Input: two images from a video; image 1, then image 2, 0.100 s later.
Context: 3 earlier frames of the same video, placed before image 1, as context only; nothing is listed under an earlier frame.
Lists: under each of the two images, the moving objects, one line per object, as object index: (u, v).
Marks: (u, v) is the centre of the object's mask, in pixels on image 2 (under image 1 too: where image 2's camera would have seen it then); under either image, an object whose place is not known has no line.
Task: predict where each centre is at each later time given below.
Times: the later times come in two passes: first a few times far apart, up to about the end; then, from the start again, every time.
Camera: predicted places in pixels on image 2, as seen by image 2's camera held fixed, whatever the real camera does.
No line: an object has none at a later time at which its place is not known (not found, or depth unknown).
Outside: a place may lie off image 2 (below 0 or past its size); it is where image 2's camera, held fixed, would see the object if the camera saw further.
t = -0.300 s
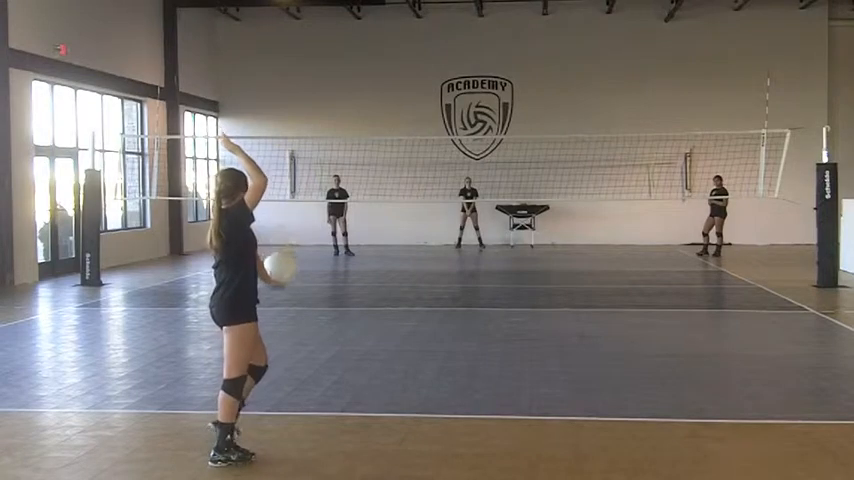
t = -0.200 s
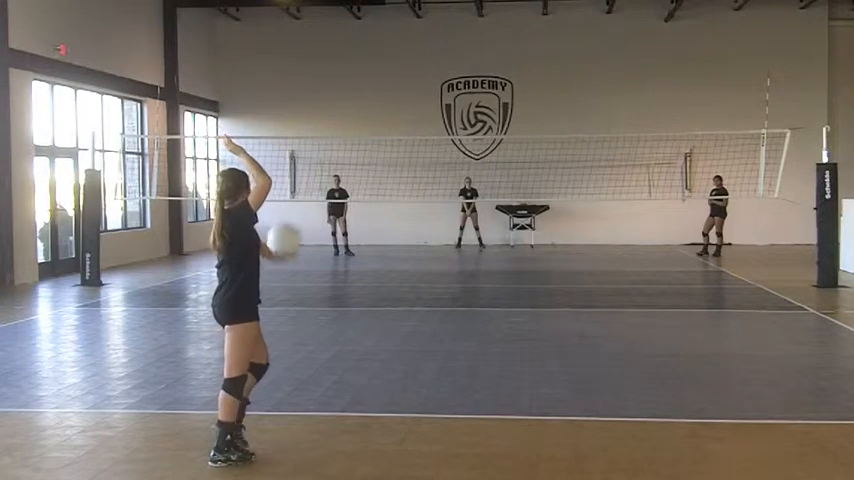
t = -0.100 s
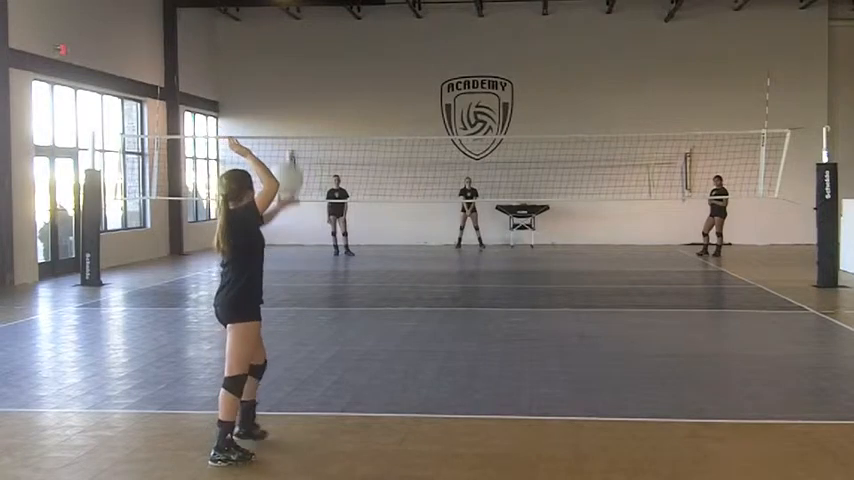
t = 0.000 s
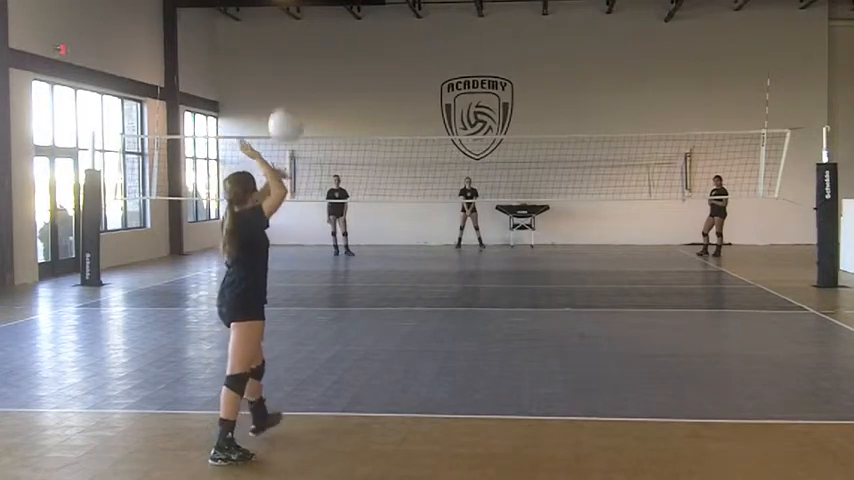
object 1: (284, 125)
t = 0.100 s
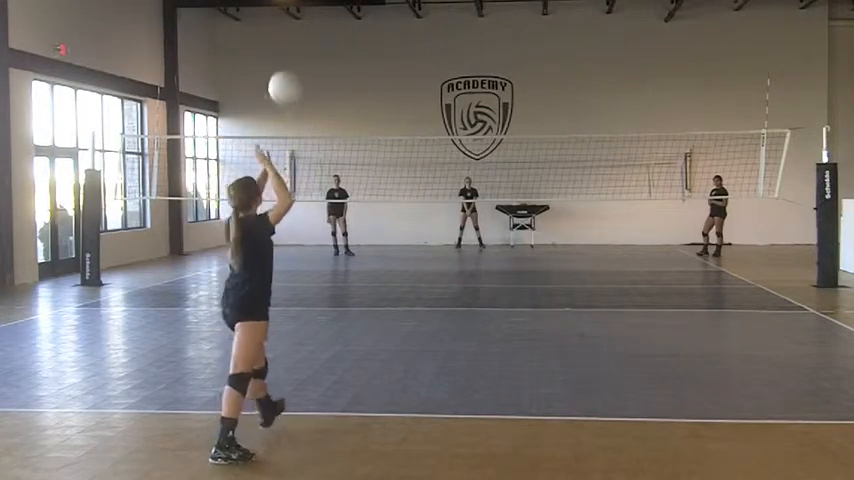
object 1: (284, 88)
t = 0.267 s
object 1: (285, 61)
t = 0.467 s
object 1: (286, 85)
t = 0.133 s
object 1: (284, 79)
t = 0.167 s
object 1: (284, 72)
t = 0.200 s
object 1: (285, 66)
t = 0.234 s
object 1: (285, 63)
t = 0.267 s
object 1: (285, 61)
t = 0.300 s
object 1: (285, 60)
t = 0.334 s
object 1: (285, 61)
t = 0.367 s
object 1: (285, 64)
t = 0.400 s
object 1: (285, 70)
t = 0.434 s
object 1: (285, 77)
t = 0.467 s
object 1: (286, 85)
